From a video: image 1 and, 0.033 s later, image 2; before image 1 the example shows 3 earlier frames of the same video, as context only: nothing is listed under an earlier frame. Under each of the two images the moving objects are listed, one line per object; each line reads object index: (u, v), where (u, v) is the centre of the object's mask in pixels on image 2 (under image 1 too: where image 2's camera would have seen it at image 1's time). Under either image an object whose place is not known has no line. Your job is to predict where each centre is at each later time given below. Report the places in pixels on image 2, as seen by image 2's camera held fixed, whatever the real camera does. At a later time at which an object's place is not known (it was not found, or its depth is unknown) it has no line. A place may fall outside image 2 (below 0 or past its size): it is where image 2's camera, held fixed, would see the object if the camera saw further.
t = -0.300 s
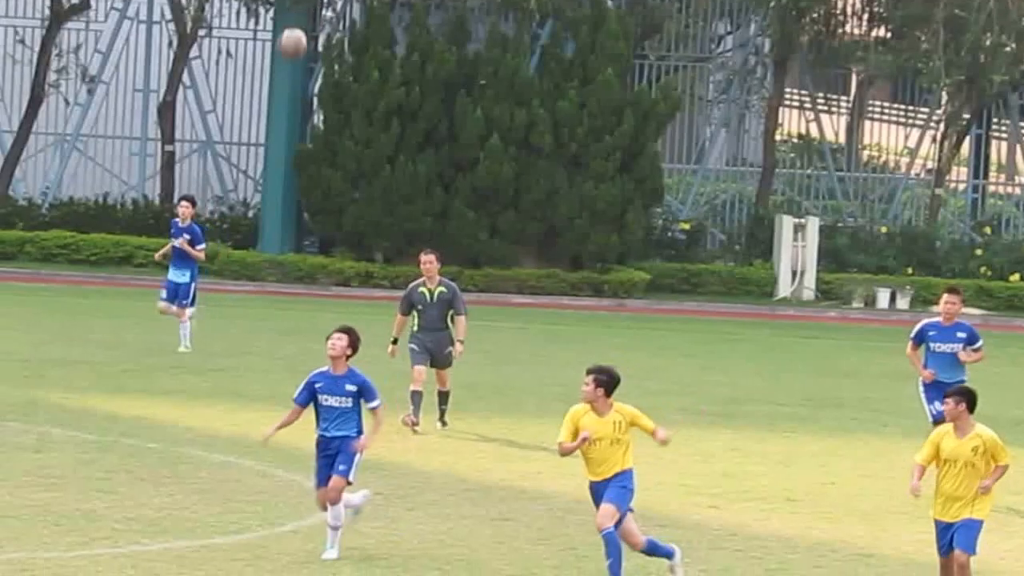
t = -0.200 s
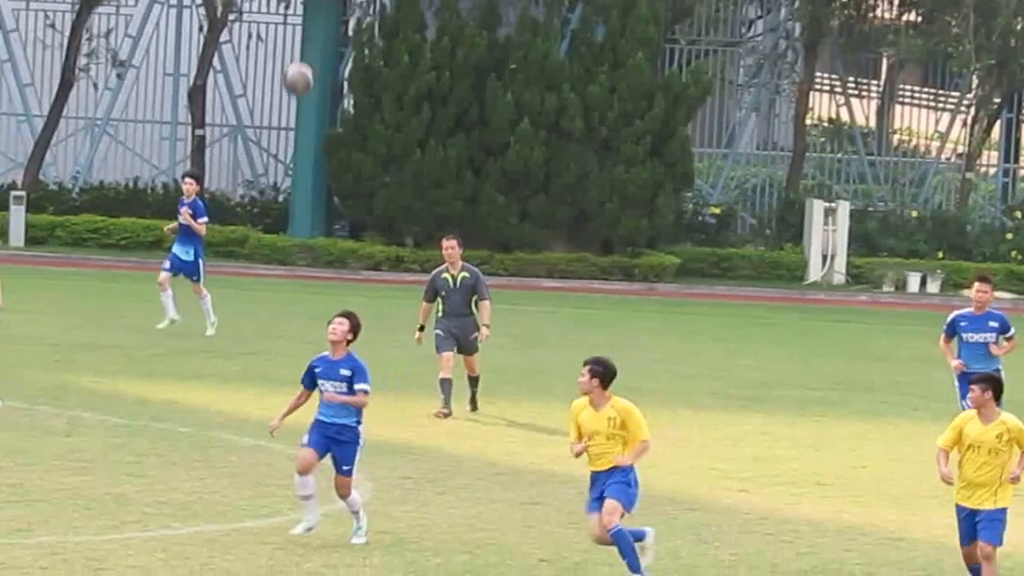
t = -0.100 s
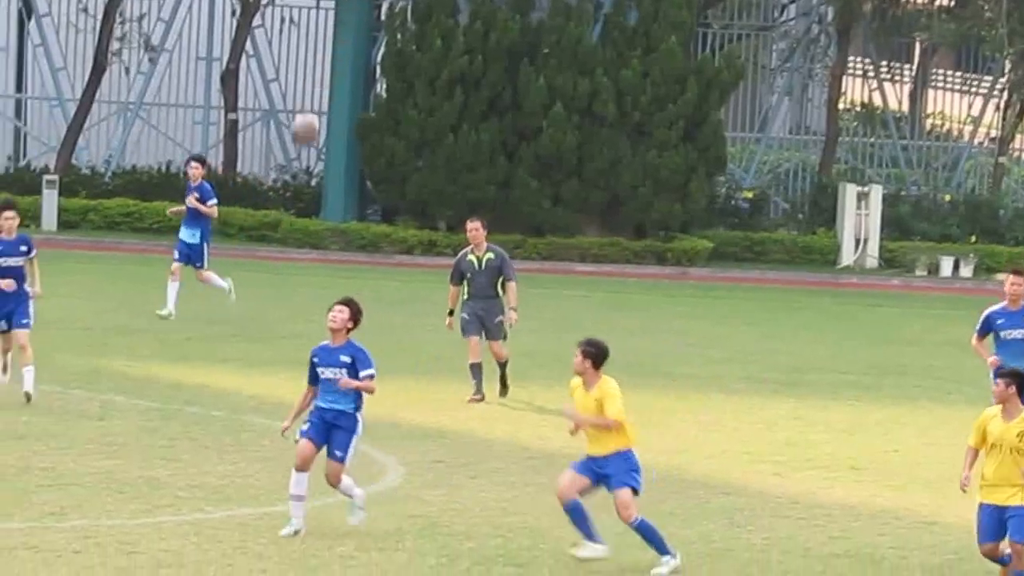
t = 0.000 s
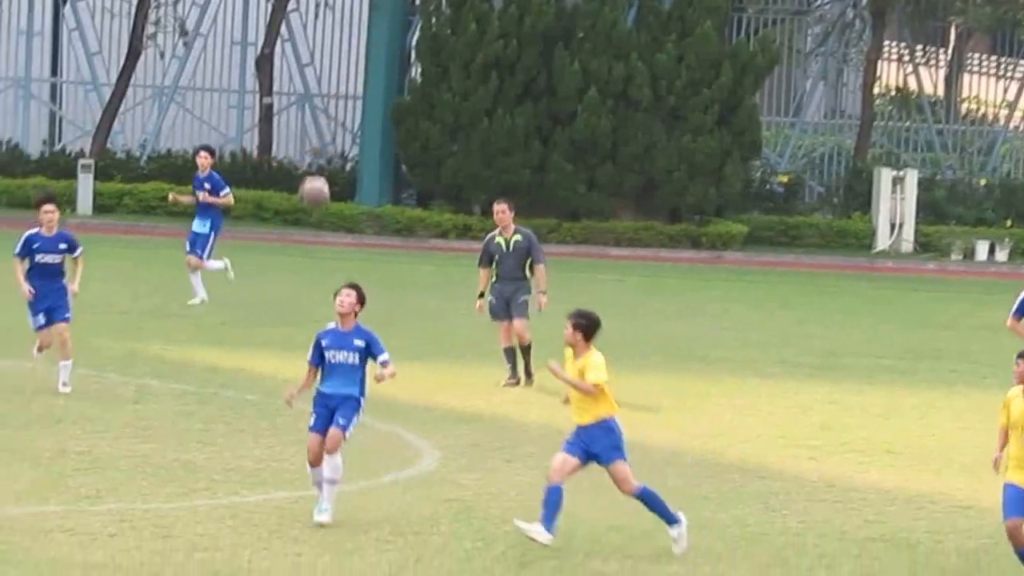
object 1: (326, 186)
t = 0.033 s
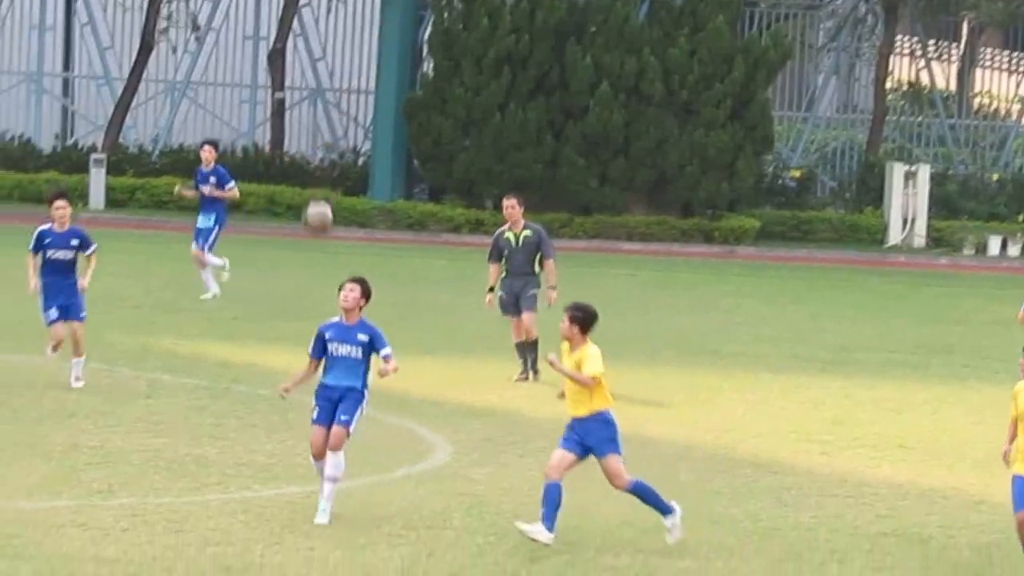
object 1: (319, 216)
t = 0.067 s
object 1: (309, 249)
